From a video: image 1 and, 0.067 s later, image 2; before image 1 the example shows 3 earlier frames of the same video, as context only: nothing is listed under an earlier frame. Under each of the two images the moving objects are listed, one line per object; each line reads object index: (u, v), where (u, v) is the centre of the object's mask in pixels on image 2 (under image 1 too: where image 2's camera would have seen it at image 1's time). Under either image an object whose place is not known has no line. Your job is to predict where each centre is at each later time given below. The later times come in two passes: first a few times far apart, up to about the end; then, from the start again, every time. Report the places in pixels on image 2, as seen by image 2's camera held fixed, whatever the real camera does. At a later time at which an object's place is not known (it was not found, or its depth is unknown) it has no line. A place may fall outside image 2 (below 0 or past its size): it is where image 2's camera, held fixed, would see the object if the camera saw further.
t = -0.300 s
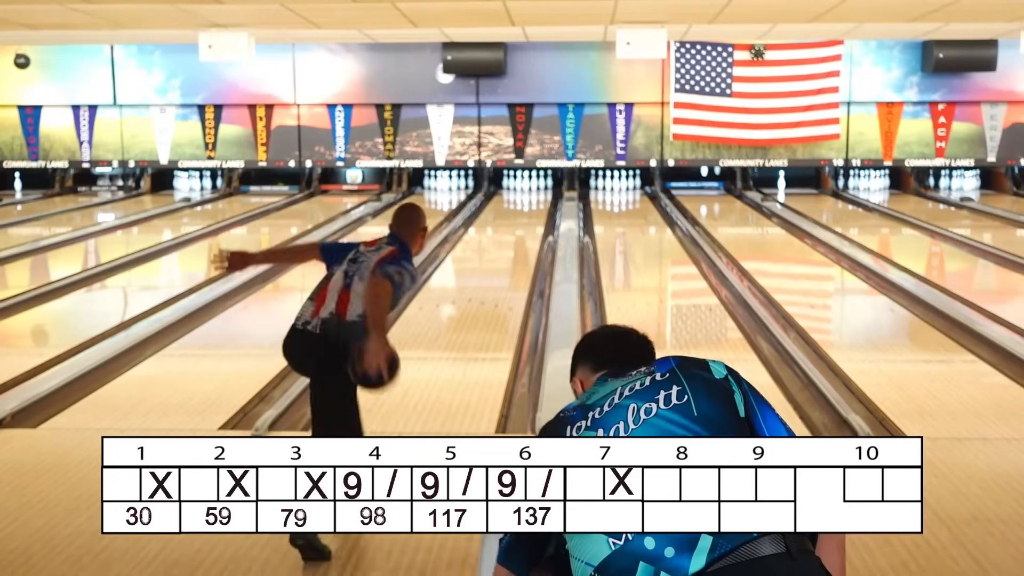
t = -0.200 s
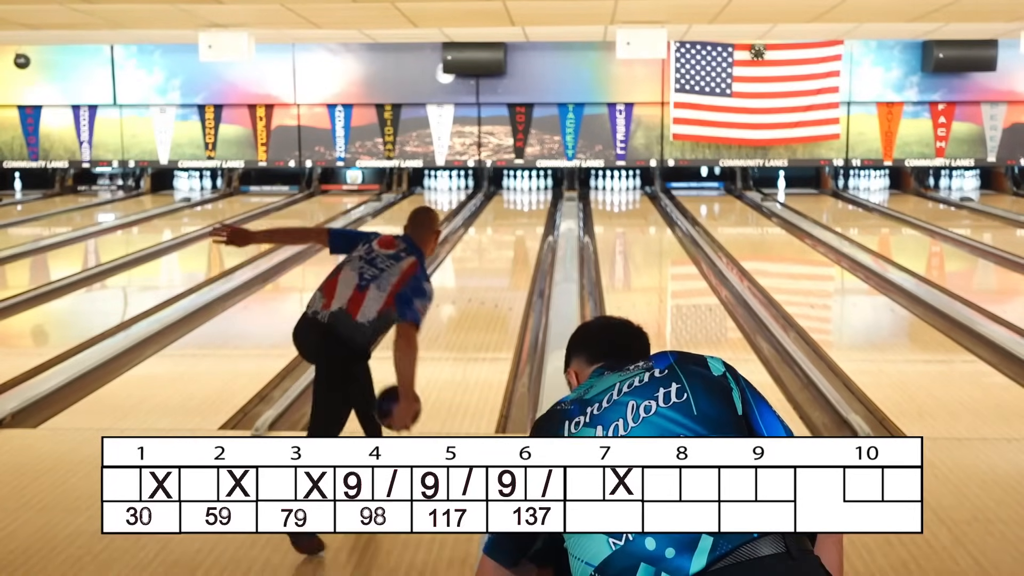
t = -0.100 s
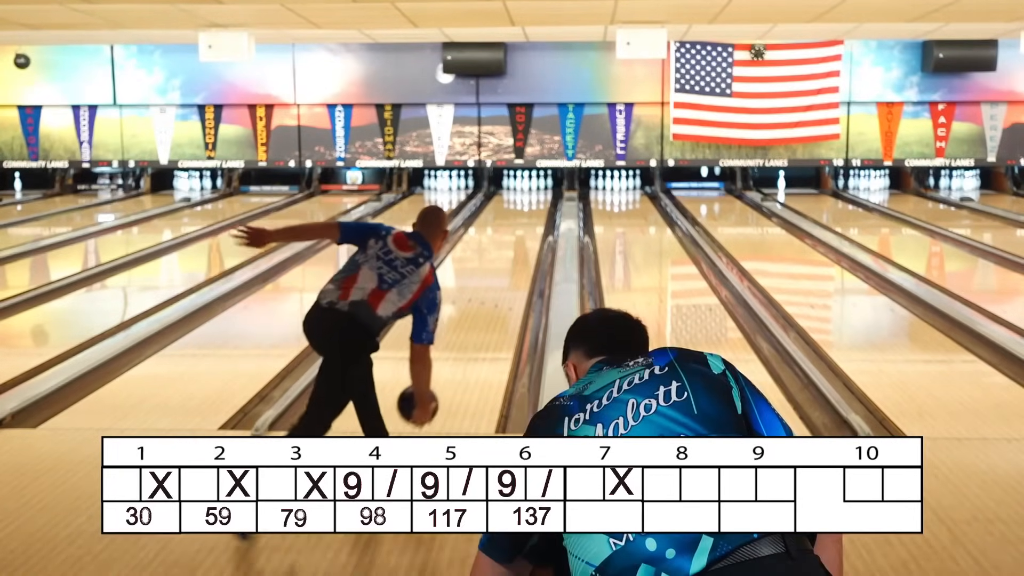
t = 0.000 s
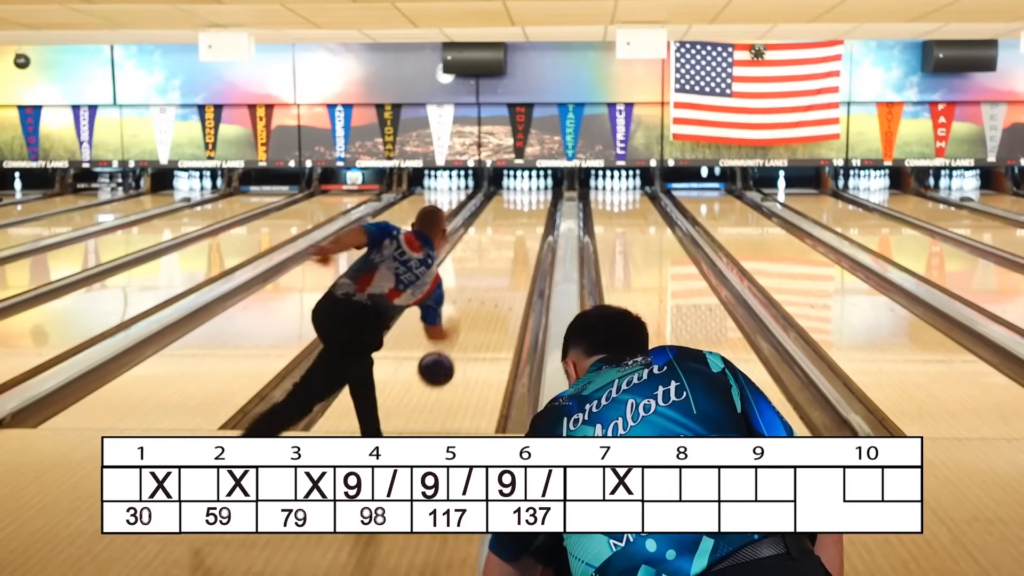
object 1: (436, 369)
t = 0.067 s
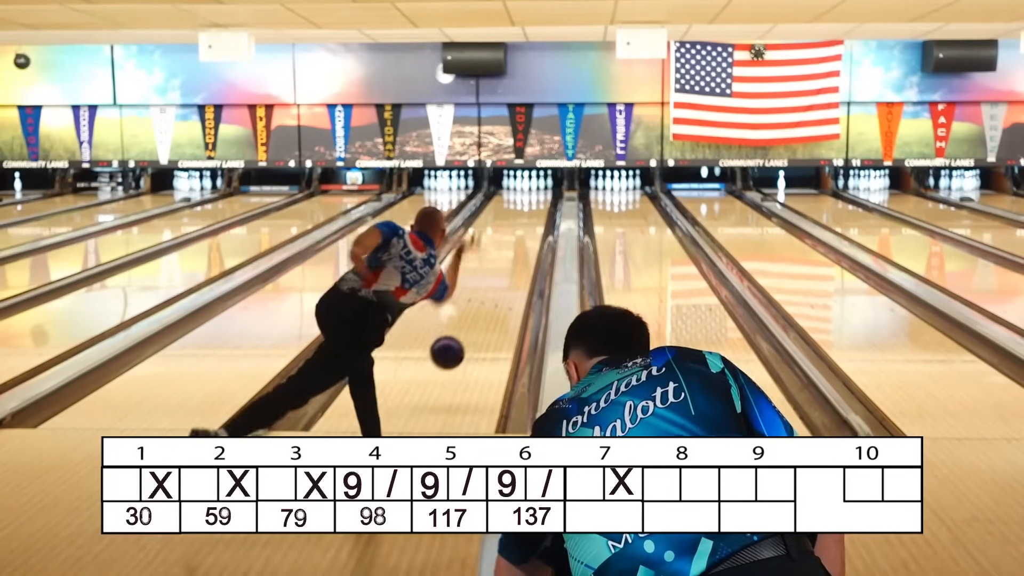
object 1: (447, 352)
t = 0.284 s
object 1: (475, 341)
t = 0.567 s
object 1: (500, 296)
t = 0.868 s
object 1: (516, 264)
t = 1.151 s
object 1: (527, 242)
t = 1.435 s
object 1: (534, 225)
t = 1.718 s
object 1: (537, 212)
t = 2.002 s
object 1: (538, 201)
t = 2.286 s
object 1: (537, 193)
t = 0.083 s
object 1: (450, 349)
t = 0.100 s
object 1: (452, 347)
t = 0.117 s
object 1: (455, 346)
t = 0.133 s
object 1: (457, 344)
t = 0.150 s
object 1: (459, 343)
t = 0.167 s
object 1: (462, 343)
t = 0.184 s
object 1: (464, 343)
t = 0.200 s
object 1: (466, 343)
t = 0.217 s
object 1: (468, 344)
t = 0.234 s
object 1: (470, 345)
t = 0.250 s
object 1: (472, 346)
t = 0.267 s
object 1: (474, 345)
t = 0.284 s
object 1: (475, 341)
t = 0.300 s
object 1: (477, 337)
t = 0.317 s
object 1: (479, 334)
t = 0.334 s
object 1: (480, 331)
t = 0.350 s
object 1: (482, 328)
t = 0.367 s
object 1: (484, 326)
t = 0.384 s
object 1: (485, 324)
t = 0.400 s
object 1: (487, 321)
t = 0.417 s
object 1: (488, 318)
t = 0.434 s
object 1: (489, 316)
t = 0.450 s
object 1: (491, 313)
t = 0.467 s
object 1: (492, 310)
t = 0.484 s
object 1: (494, 308)
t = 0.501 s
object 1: (495, 305)
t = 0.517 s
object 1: (496, 303)
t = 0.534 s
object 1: (497, 301)
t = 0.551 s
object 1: (498, 298)
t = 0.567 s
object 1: (500, 296)
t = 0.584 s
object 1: (501, 294)
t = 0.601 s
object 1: (502, 292)
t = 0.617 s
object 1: (503, 290)
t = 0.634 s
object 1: (504, 288)
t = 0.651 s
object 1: (505, 286)
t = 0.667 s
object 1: (506, 284)
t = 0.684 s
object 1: (507, 282)
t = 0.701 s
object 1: (508, 280)
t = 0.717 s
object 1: (509, 278)
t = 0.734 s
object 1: (510, 277)
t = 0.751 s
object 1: (511, 275)
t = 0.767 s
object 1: (511, 273)
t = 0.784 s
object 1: (512, 271)
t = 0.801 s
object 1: (513, 270)
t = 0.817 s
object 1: (514, 268)
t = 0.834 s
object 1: (515, 267)
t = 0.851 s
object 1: (516, 265)
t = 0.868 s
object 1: (516, 264)
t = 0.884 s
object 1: (517, 262)
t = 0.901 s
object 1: (518, 261)
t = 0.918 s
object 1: (519, 259)
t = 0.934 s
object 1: (519, 258)
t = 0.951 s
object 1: (520, 256)
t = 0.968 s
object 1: (520, 255)
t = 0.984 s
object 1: (521, 254)
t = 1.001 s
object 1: (521, 253)
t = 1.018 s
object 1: (522, 251)
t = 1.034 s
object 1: (523, 250)
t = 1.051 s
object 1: (523, 249)
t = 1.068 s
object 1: (524, 248)
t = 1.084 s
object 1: (524, 246)
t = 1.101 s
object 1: (525, 245)
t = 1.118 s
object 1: (526, 244)
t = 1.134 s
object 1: (526, 243)
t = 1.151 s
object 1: (527, 242)
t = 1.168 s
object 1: (527, 241)
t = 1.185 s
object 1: (528, 240)
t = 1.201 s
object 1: (528, 238)
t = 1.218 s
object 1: (529, 237)
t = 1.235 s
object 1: (529, 236)
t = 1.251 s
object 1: (530, 235)
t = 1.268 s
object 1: (530, 234)
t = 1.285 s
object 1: (531, 233)
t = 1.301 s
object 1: (531, 232)
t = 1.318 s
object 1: (531, 231)
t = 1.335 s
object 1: (532, 230)
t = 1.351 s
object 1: (532, 229)
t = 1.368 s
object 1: (532, 228)
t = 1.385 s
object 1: (533, 228)
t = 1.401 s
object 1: (533, 227)
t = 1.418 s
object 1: (534, 226)
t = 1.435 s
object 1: (534, 225)
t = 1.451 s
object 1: (534, 224)
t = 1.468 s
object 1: (534, 223)
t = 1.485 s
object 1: (534, 222)
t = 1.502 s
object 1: (535, 221)
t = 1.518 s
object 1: (535, 220)
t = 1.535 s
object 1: (535, 220)
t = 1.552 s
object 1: (535, 219)
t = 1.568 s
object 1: (536, 218)
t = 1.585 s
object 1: (536, 217)
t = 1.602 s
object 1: (536, 217)
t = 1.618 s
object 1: (536, 216)
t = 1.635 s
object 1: (537, 215)
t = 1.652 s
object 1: (537, 214)
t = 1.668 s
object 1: (537, 214)
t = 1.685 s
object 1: (537, 213)
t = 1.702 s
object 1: (537, 212)
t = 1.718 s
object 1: (537, 212)
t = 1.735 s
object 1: (538, 211)
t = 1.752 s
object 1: (537, 210)
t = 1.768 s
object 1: (538, 210)
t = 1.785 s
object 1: (538, 209)
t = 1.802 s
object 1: (538, 209)
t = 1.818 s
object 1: (538, 208)
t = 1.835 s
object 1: (538, 207)
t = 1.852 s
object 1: (538, 207)
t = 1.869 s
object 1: (538, 206)
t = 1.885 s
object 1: (538, 205)
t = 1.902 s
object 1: (538, 205)
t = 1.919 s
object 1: (538, 204)
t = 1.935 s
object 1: (538, 204)
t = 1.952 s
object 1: (538, 203)
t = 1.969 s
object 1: (538, 202)
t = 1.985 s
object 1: (538, 202)
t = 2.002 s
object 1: (538, 201)
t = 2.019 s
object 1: (538, 200)
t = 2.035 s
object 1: (538, 200)
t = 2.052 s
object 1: (538, 200)
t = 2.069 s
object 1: (538, 199)
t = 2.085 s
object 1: (538, 199)
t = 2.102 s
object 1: (538, 198)
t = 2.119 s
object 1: (538, 198)
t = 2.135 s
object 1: (538, 197)
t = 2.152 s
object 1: (538, 197)
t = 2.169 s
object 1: (538, 196)
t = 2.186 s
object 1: (538, 196)
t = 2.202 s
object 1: (537, 195)
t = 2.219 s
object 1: (537, 195)
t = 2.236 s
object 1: (537, 194)
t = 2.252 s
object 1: (537, 194)
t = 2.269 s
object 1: (537, 193)
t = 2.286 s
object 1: (537, 193)
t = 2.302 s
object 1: (536, 192)
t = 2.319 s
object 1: (536, 192)
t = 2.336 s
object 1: (536, 192)
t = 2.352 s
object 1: (536, 192)
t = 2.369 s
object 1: (535, 191)
